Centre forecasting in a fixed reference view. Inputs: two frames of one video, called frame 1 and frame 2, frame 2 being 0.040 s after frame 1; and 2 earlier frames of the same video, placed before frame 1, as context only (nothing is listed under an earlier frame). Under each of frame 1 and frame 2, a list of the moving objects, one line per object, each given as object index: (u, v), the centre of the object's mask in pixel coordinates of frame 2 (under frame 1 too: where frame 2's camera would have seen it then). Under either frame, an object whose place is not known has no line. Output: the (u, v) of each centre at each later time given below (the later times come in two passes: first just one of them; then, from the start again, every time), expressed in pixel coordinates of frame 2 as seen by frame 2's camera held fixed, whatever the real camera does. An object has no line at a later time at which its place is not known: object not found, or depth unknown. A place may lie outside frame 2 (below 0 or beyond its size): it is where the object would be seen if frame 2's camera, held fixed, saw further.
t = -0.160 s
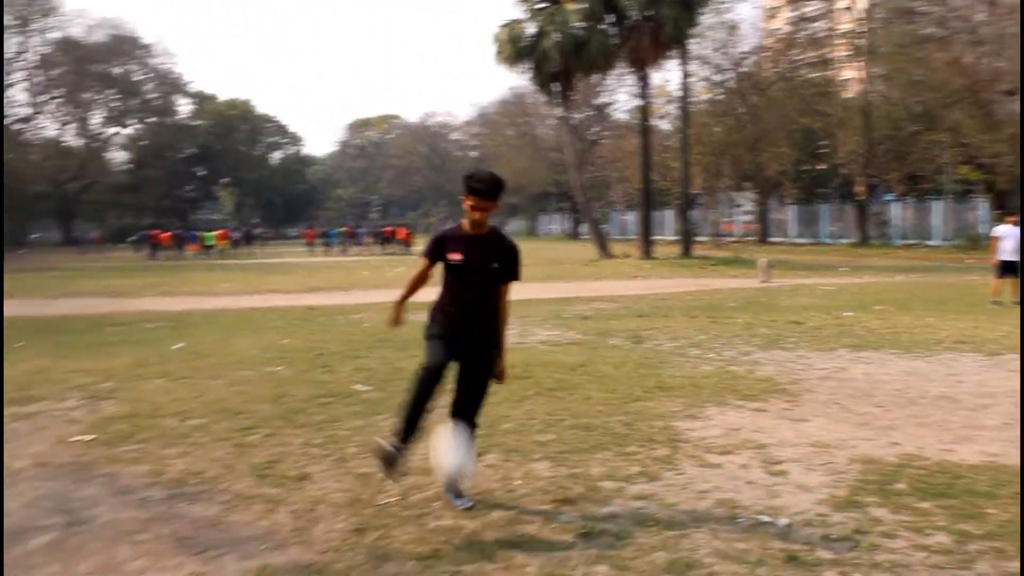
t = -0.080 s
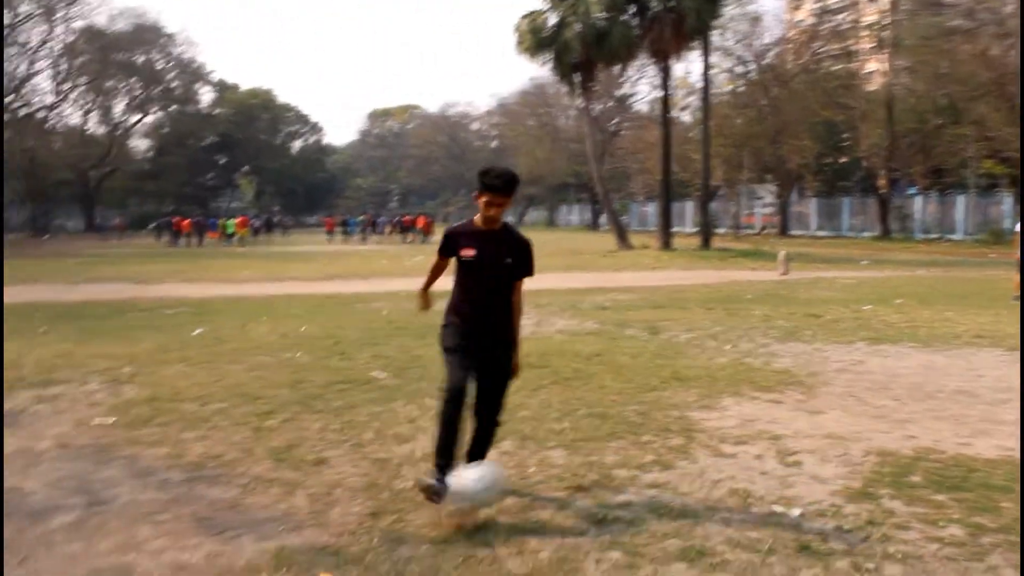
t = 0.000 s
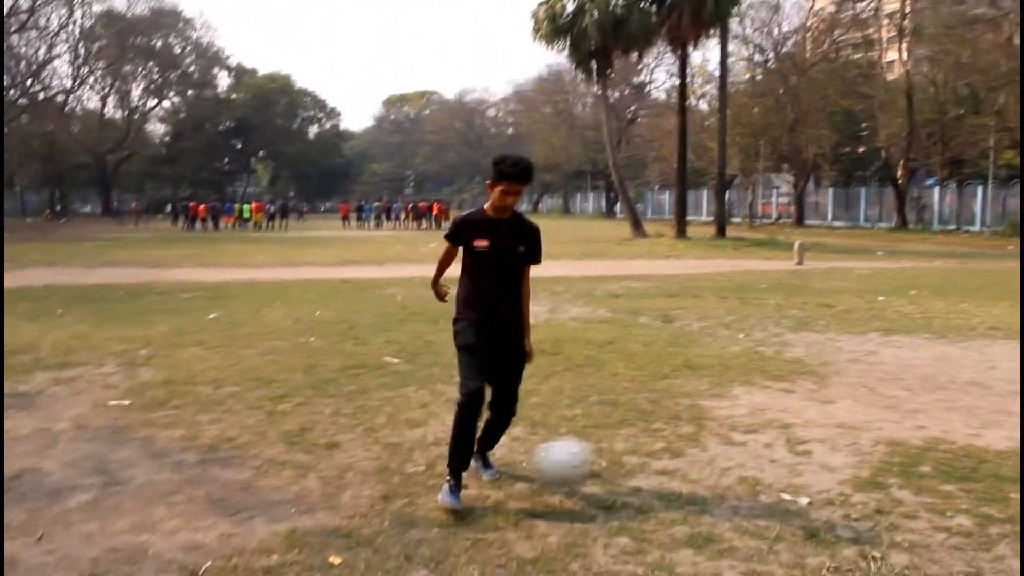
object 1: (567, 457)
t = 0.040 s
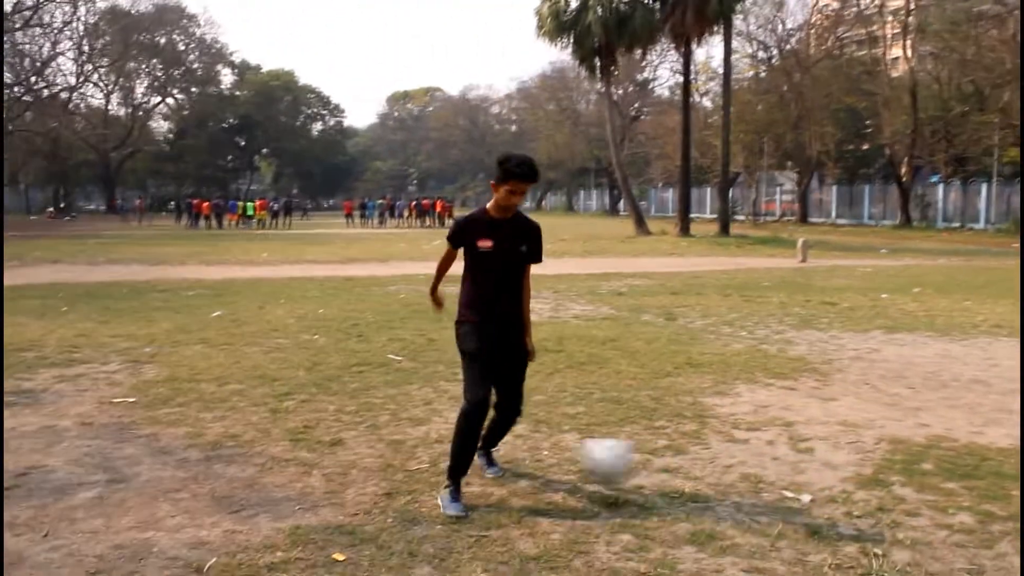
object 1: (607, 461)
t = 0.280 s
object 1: (793, 465)
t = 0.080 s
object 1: (643, 462)
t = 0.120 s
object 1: (681, 471)
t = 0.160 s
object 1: (714, 473)
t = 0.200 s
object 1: (743, 467)
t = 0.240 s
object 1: (767, 464)
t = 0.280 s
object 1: (793, 465)
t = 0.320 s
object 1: (819, 467)
